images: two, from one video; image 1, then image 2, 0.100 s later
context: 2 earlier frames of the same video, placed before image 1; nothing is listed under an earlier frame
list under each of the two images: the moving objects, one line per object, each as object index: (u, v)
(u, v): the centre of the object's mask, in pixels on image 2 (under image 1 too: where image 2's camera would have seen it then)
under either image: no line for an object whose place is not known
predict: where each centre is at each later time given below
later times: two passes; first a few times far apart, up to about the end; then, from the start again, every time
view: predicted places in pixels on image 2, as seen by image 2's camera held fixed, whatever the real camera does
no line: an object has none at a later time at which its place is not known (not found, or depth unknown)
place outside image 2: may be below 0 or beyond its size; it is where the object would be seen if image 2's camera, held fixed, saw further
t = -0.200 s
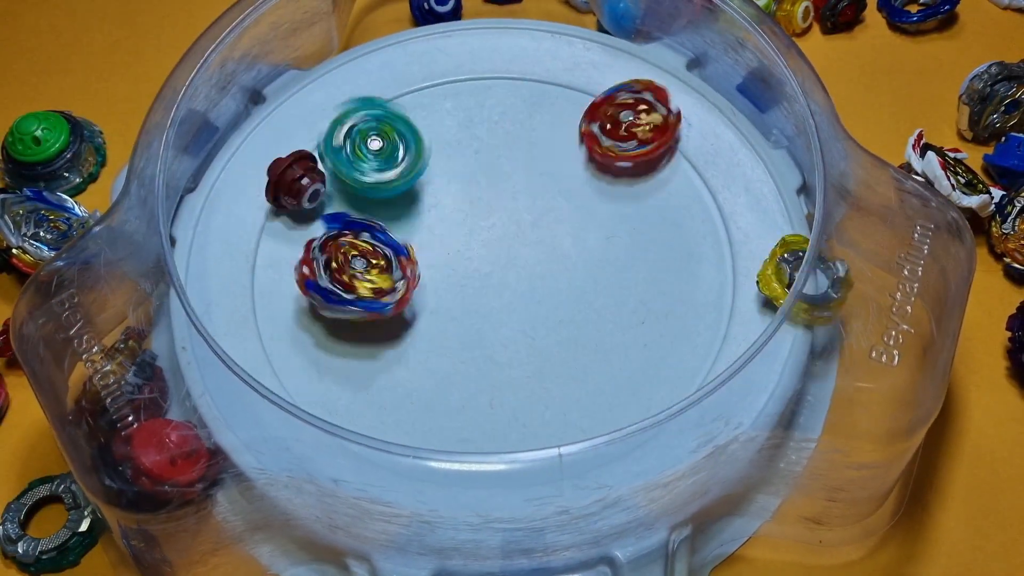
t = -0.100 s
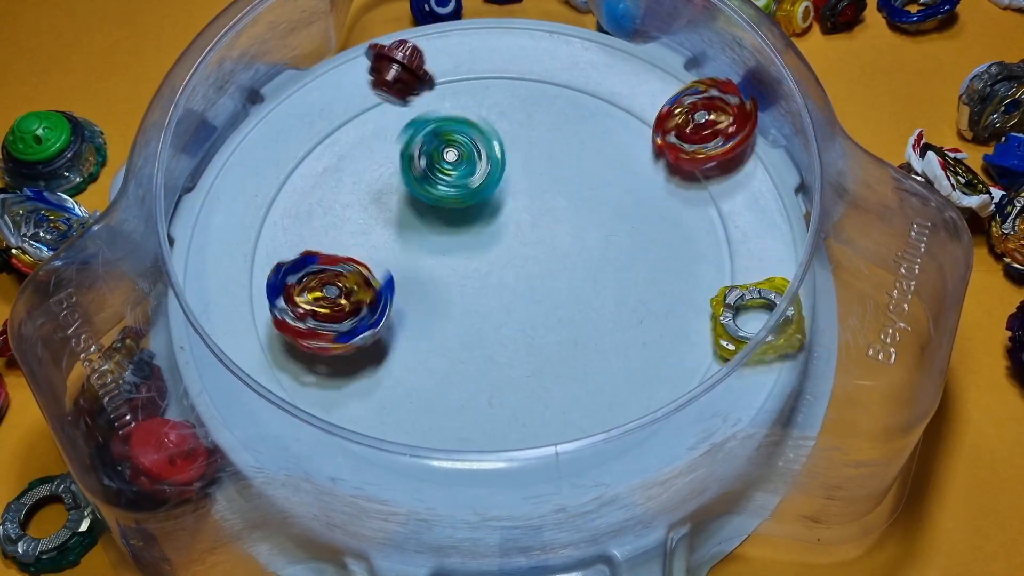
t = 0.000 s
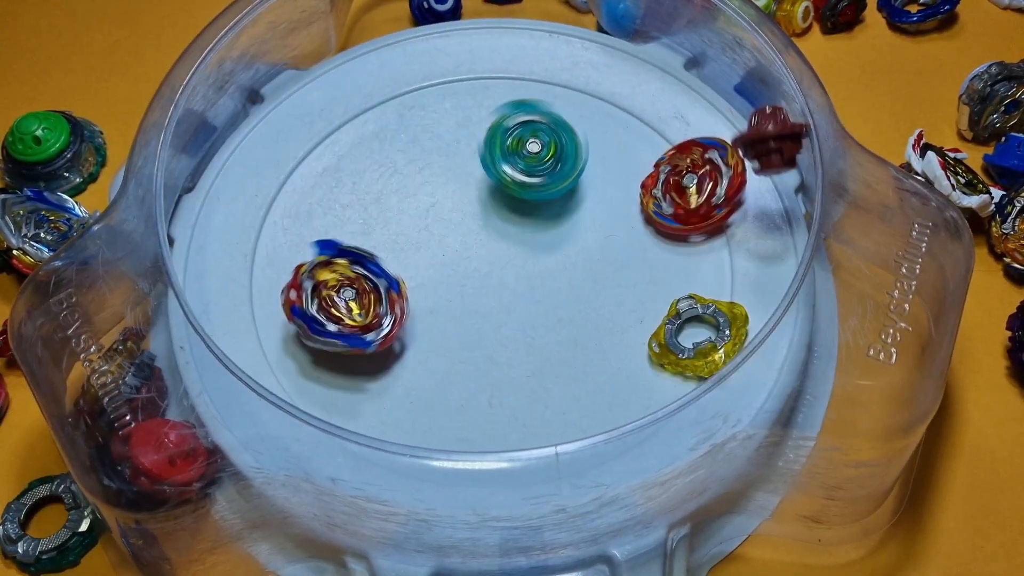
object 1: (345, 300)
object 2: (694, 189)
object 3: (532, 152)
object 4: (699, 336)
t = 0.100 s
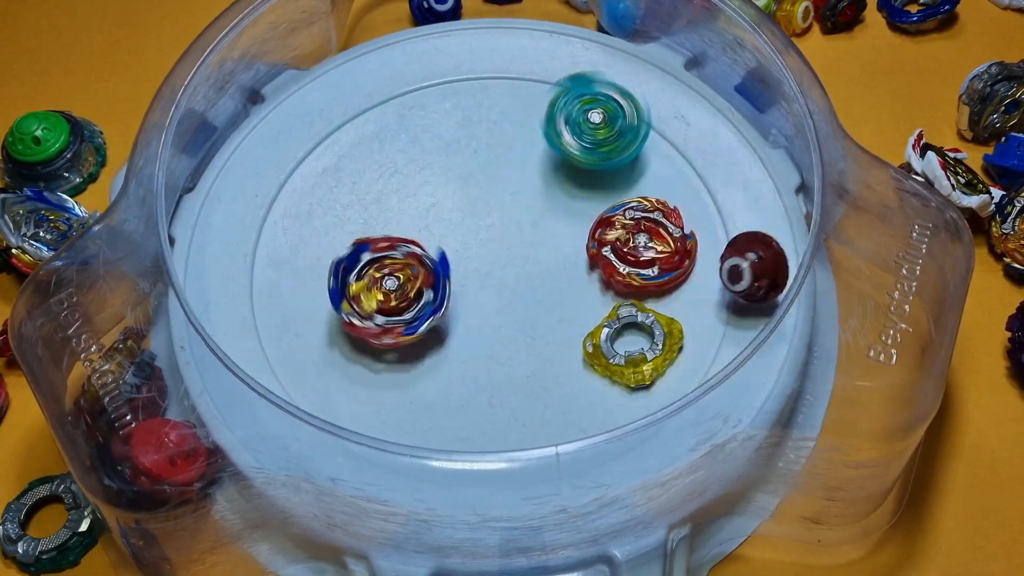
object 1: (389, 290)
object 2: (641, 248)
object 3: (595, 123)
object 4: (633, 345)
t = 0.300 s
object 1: (479, 217)
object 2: (573, 264)
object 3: (592, 92)
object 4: (517, 361)
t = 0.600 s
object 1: (459, 164)
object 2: (578, 266)
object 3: (584, 94)
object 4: (506, 355)
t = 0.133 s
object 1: (407, 284)
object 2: (627, 251)
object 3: (609, 113)
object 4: (605, 354)
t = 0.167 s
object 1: (422, 274)
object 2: (608, 251)
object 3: (615, 104)
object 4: (580, 358)
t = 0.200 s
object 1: (441, 265)
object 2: (587, 253)
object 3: (619, 93)
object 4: (552, 361)
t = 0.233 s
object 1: (461, 255)
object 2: (572, 251)
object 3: (613, 88)
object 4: (530, 361)
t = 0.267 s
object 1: (480, 242)
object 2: (566, 259)
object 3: (605, 89)
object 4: (516, 367)
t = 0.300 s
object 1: (479, 217)
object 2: (573, 264)
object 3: (592, 92)
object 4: (517, 361)
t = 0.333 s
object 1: (481, 199)
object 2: (579, 266)
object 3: (580, 93)
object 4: (507, 359)
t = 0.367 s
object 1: (484, 186)
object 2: (579, 266)
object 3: (567, 96)
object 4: (506, 357)
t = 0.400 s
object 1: (485, 174)
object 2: (579, 266)
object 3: (558, 99)
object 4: (506, 356)
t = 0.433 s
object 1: (472, 173)
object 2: (579, 266)
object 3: (568, 90)
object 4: (506, 355)
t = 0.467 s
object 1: (465, 169)
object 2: (578, 266)
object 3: (577, 83)
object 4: (506, 355)
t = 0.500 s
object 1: (460, 165)
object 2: (578, 266)
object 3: (584, 78)
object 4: (506, 355)
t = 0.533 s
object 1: (459, 162)
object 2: (578, 266)
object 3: (585, 81)
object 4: (506, 355)
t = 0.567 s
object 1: (458, 163)
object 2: (578, 266)
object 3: (585, 86)
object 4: (506, 355)
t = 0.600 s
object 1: (459, 164)
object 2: (578, 266)
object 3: (584, 94)
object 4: (506, 355)
